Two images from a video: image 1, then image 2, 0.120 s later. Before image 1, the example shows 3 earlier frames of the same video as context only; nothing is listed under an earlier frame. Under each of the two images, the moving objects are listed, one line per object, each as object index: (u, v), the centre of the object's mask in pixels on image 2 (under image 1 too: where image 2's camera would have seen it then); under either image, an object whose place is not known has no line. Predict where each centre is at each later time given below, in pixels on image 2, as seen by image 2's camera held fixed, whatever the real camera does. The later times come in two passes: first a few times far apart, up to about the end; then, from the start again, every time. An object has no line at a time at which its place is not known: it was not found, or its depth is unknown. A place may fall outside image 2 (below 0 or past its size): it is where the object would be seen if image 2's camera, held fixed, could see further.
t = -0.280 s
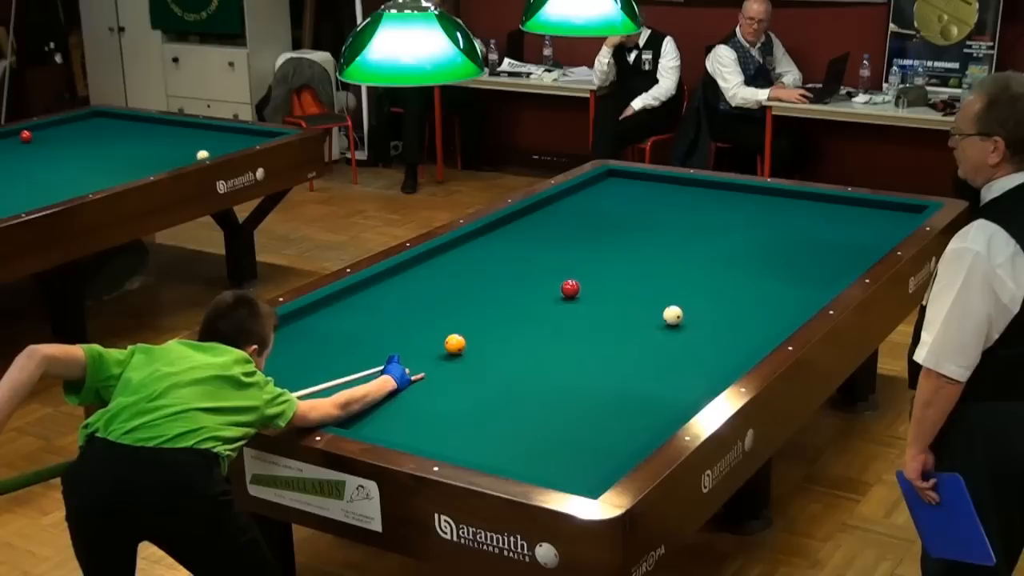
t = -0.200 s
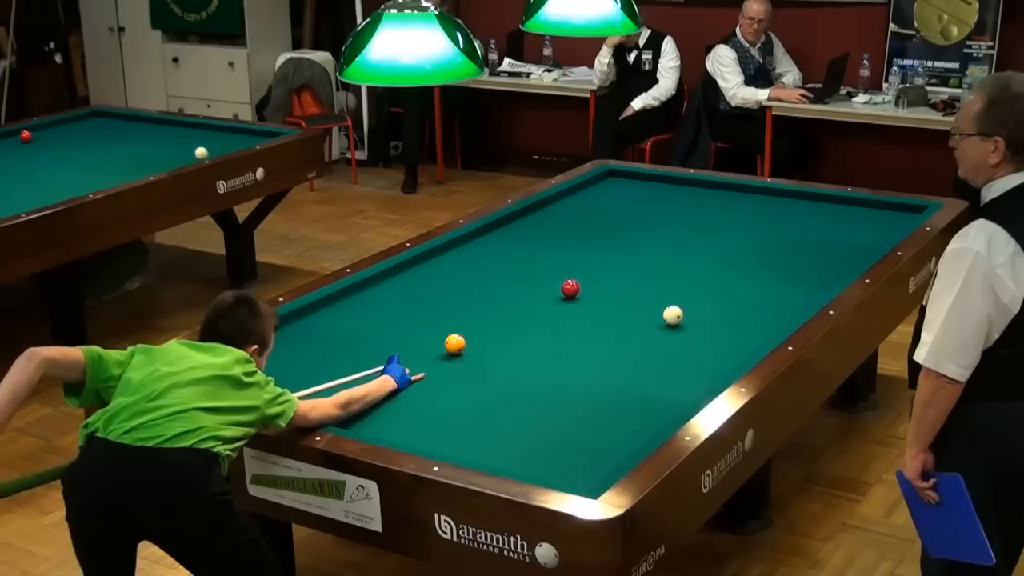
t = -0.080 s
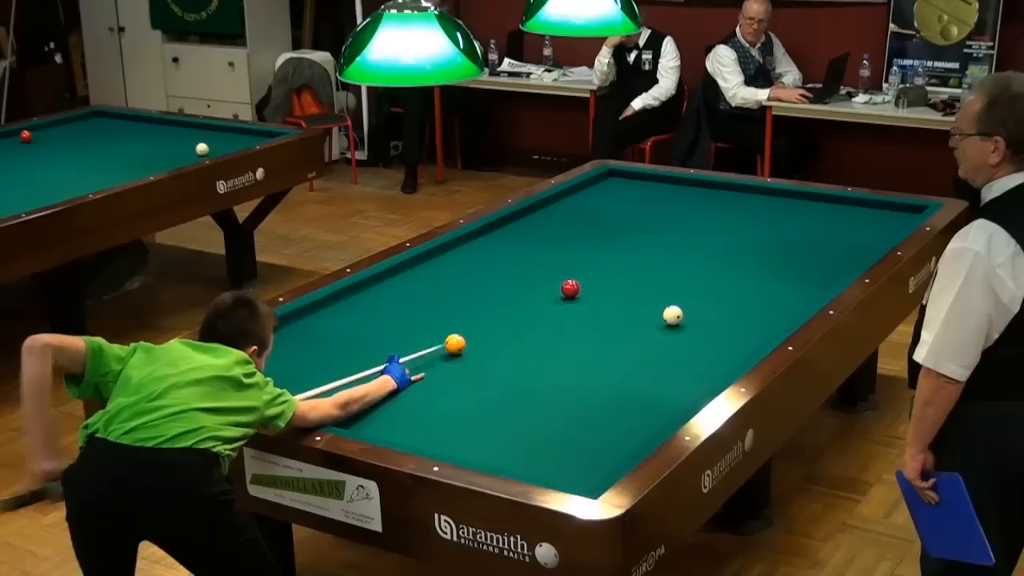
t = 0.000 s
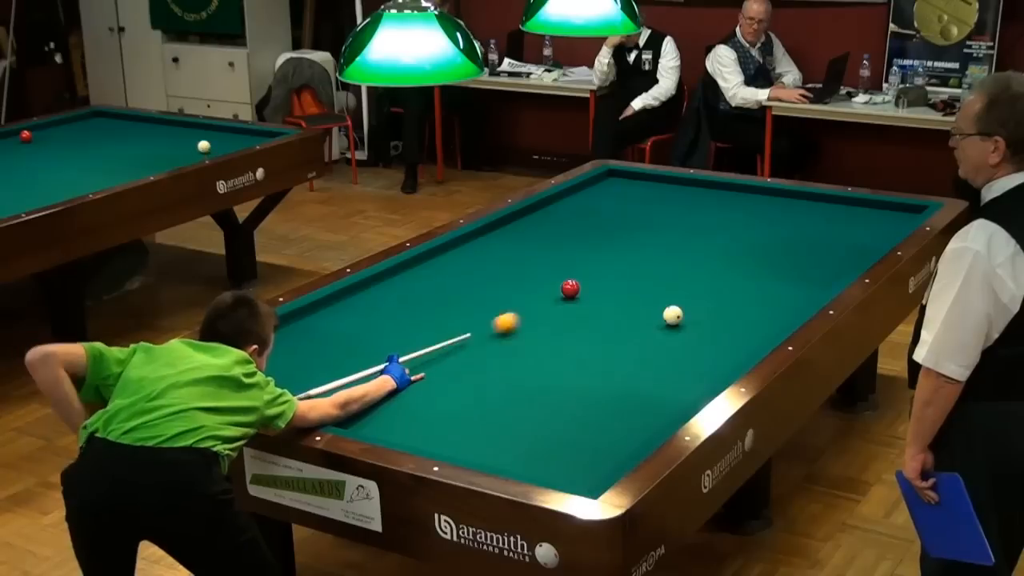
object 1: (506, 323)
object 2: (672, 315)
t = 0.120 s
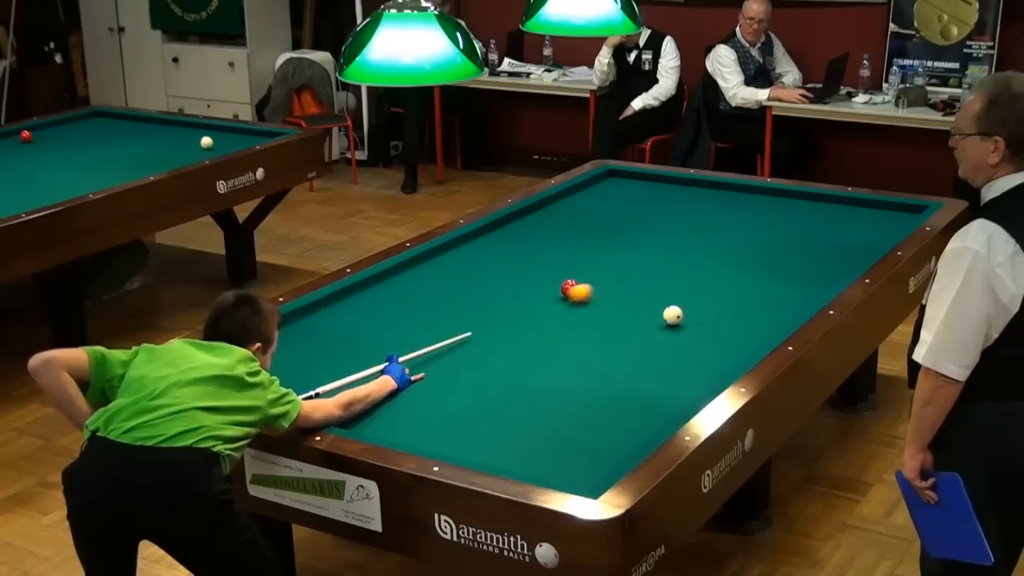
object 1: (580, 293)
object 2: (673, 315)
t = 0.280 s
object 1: (682, 273)
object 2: (673, 315)
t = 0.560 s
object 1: (821, 244)
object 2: (673, 315)
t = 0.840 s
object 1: (892, 212)
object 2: (673, 315)
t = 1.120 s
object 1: (815, 216)
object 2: (673, 315)
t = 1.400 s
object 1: (727, 227)
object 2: (673, 315)
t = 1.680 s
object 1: (638, 237)
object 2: (672, 315)
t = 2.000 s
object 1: (535, 248)
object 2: (672, 315)
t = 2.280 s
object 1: (441, 258)
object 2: (672, 315)
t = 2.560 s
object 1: (411, 279)
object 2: (672, 315)
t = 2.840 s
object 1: (397, 305)
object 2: (672, 315)
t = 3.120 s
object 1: (383, 335)
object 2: (673, 315)
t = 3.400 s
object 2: (673, 315)
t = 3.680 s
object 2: (673, 315)
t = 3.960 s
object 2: (673, 315)
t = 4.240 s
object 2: (673, 315)
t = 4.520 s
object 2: (673, 315)
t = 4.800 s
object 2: (672, 315)
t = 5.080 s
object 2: (673, 315)
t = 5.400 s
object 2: (673, 315)
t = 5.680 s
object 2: (673, 315)
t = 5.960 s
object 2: (673, 315)
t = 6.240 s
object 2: (673, 315)
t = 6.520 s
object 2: (673, 314)
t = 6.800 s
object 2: (679, 313)
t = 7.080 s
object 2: (688, 309)
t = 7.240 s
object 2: (692, 307)
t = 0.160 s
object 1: (607, 288)
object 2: (673, 315)
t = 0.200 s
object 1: (634, 283)
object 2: (672, 315)
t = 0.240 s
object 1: (659, 278)
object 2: (672, 315)
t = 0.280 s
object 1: (682, 273)
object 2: (673, 315)
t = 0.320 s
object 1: (706, 269)
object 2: (673, 315)
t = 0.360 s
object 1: (727, 264)
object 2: (673, 315)
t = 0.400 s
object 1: (747, 260)
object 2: (673, 315)
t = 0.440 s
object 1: (767, 256)
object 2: (673, 315)
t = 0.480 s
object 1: (785, 252)
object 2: (673, 315)
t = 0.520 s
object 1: (804, 248)
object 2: (673, 315)
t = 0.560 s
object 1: (821, 244)
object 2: (673, 315)
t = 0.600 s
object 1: (839, 240)
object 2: (673, 315)
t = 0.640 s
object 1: (857, 237)
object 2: (673, 315)
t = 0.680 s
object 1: (874, 233)
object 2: (673, 315)
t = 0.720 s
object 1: (890, 229)
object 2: (672, 315)
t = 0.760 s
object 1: (894, 224)
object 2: (673, 315)
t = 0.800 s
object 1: (893, 218)
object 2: (673, 315)
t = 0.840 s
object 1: (892, 212)
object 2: (673, 315)
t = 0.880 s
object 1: (891, 207)
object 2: (673, 315)
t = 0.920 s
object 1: (886, 205)
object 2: (673, 315)
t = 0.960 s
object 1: (871, 208)
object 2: (673, 315)
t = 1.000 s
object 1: (857, 210)
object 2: (673, 315)
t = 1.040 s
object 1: (843, 212)
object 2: (673, 315)
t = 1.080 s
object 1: (829, 214)
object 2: (673, 315)
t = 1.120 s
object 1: (815, 216)
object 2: (673, 315)
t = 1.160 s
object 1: (802, 218)
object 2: (673, 315)
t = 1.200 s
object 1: (789, 220)
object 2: (673, 315)
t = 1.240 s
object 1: (777, 221)
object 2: (673, 315)
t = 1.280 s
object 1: (764, 223)
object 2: (673, 315)
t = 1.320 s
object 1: (752, 224)
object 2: (673, 315)
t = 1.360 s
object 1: (739, 226)
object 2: (673, 315)
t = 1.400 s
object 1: (727, 227)
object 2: (673, 315)
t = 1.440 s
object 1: (714, 228)
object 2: (673, 315)
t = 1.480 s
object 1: (702, 230)
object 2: (672, 315)
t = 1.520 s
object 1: (689, 231)
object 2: (673, 315)
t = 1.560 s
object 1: (676, 232)
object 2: (672, 315)
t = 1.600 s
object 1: (664, 234)
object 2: (672, 315)
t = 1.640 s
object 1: (651, 235)
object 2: (672, 315)
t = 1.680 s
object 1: (638, 237)
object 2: (672, 315)
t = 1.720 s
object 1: (625, 238)
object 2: (672, 315)
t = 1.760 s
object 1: (613, 239)
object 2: (672, 315)
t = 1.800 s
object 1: (600, 241)
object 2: (673, 315)
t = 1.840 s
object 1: (587, 242)
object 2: (673, 315)
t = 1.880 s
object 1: (574, 243)
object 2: (673, 315)
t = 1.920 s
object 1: (561, 245)
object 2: (673, 315)
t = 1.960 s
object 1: (547, 246)
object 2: (673, 315)
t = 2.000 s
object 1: (535, 248)
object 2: (672, 315)
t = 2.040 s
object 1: (521, 249)
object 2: (672, 315)
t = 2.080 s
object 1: (508, 250)
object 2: (672, 315)
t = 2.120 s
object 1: (495, 252)
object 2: (672, 315)
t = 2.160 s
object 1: (481, 253)
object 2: (672, 315)
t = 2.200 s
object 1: (468, 255)
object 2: (672, 315)
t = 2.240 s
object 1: (455, 256)
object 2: (672, 315)
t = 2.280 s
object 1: (441, 258)
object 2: (672, 315)
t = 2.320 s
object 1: (428, 259)
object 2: (672, 315)
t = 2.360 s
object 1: (416, 261)
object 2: (672, 315)
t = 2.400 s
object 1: (416, 265)
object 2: (672, 315)
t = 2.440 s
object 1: (415, 268)
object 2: (673, 315)
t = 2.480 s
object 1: (414, 272)
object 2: (672, 315)
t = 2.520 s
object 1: (413, 275)
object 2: (672, 315)
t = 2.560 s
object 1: (411, 279)
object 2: (672, 315)
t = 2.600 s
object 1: (409, 283)
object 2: (672, 315)
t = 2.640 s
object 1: (407, 286)
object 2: (672, 315)
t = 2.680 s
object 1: (405, 290)
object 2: (672, 315)
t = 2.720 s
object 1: (403, 294)
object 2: (672, 315)
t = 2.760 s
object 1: (401, 298)
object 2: (672, 315)
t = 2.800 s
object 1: (400, 301)
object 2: (672, 315)
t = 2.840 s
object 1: (397, 305)
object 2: (672, 315)
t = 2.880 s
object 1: (396, 309)
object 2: (672, 315)
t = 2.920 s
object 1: (393, 313)
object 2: (672, 315)
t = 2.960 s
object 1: (391, 317)
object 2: (673, 315)
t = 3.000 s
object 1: (389, 322)
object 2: (673, 315)
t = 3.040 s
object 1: (387, 326)
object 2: (673, 315)
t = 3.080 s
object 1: (385, 330)
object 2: (673, 315)
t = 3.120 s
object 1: (383, 335)
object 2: (673, 315)
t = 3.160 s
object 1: (380, 339)
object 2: (673, 315)
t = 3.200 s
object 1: (378, 343)
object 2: (673, 315)
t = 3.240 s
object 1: (376, 348)
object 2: (673, 315)
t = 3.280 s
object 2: (673, 315)
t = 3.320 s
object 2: (673, 315)
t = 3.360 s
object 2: (673, 315)
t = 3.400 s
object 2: (673, 315)
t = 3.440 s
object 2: (673, 315)
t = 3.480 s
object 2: (673, 315)
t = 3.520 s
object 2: (673, 315)
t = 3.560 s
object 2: (673, 315)
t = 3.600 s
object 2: (673, 315)
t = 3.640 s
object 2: (673, 315)
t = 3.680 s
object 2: (673, 315)
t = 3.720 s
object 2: (673, 315)
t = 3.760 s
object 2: (673, 315)
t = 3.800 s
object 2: (673, 315)
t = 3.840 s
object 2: (673, 315)
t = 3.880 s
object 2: (673, 315)
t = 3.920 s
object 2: (673, 315)
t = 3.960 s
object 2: (673, 315)
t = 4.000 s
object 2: (673, 315)
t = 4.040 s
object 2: (673, 315)
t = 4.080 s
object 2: (672, 315)
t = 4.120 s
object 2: (672, 315)
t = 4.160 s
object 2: (673, 315)
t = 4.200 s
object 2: (672, 315)
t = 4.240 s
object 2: (673, 315)
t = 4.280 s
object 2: (672, 315)
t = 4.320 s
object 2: (672, 315)
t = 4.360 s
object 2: (673, 315)
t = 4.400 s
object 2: (672, 315)
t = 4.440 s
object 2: (672, 315)
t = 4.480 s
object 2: (673, 315)
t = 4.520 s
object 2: (673, 315)
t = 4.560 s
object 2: (673, 315)
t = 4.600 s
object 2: (673, 315)
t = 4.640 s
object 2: (673, 315)
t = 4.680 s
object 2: (673, 315)
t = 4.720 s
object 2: (672, 315)
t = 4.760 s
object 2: (672, 315)
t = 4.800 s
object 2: (672, 315)
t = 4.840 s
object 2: (672, 315)
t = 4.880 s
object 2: (673, 315)
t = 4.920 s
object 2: (672, 315)
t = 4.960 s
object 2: (673, 315)
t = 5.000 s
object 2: (672, 315)
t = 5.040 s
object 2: (673, 315)
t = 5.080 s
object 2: (673, 315)
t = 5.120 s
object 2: (673, 315)
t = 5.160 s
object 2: (673, 315)
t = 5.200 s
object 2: (673, 315)
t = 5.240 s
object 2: (673, 315)
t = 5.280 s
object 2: (673, 315)
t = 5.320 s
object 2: (673, 315)
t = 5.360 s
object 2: (673, 315)
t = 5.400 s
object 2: (673, 315)
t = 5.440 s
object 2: (672, 315)
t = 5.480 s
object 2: (673, 315)
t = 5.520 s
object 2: (673, 315)
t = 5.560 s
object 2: (673, 315)
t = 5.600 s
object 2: (673, 315)
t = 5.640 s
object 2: (673, 315)
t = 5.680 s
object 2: (673, 315)
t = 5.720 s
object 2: (673, 315)
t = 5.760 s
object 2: (673, 315)
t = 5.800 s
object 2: (673, 315)
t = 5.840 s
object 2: (673, 315)
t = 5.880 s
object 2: (673, 315)
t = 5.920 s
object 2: (673, 315)
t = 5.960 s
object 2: (673, 315)
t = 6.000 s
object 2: (673, 315)
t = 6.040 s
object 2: (673, 315)
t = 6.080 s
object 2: (673, 315)
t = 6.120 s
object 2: (673, 315)
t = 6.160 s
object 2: (673, 315)
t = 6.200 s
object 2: (672, 315)
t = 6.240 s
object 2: (673, 315)
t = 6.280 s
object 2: (673, 315)
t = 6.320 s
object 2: (673, 315)
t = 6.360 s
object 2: (673, 315)
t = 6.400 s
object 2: (673, 314)
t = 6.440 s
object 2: (673, 314)
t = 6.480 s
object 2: (673, 314)
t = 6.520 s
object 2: (673, 314)
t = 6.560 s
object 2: (673, 314)
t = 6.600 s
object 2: (674, 314)
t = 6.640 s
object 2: (674, 314)
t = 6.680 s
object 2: (675, 314)
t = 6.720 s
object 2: (676, 313)
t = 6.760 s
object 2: (677, 313)
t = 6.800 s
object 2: (679, 313)
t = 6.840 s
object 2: (680, 312)
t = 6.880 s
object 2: (681, 312)
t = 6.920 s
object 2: (682, 311)
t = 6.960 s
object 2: (684, 311)
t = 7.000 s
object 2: (685, 310)
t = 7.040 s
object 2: (686, 310)
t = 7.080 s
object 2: (688, 309)
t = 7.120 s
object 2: (689, 309)
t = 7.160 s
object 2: (690, 308)
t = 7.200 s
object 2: (691, 308)
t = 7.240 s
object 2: (692, 307)
